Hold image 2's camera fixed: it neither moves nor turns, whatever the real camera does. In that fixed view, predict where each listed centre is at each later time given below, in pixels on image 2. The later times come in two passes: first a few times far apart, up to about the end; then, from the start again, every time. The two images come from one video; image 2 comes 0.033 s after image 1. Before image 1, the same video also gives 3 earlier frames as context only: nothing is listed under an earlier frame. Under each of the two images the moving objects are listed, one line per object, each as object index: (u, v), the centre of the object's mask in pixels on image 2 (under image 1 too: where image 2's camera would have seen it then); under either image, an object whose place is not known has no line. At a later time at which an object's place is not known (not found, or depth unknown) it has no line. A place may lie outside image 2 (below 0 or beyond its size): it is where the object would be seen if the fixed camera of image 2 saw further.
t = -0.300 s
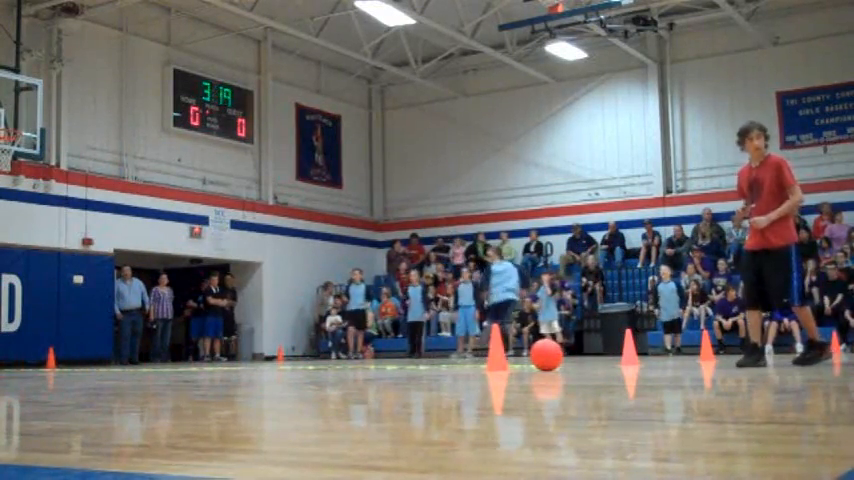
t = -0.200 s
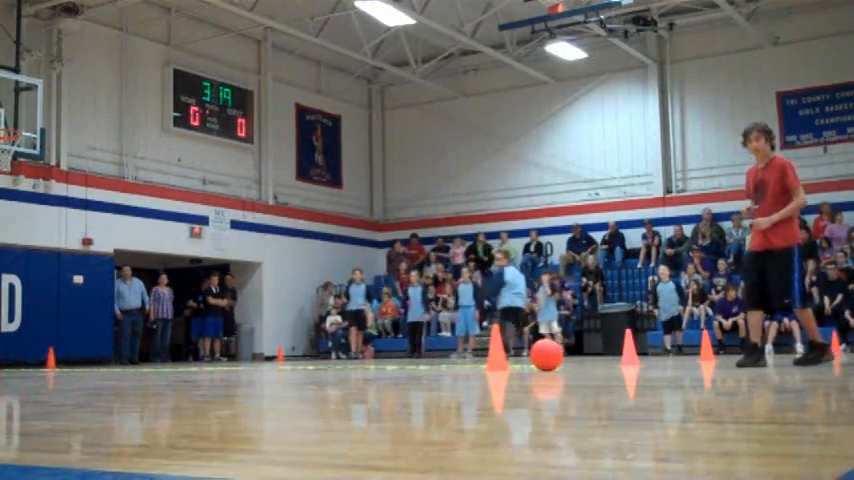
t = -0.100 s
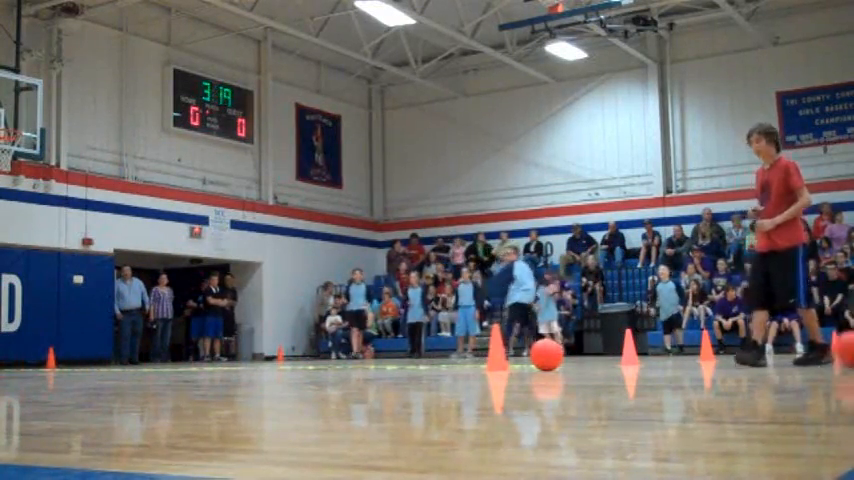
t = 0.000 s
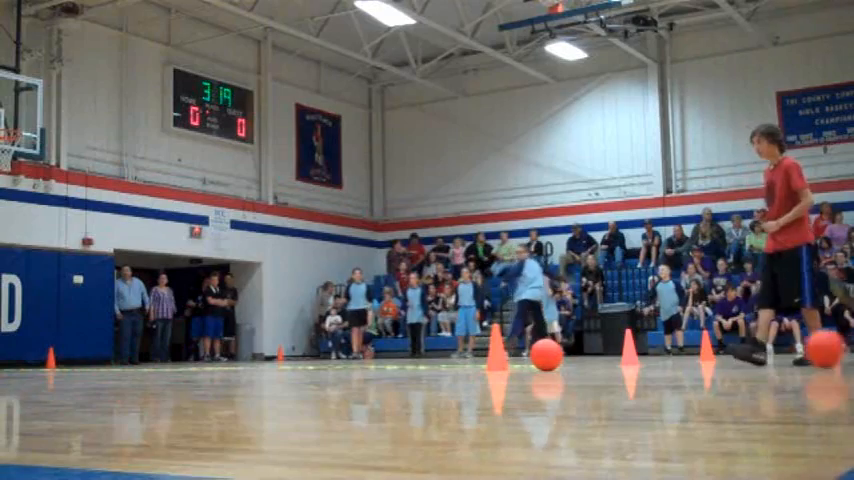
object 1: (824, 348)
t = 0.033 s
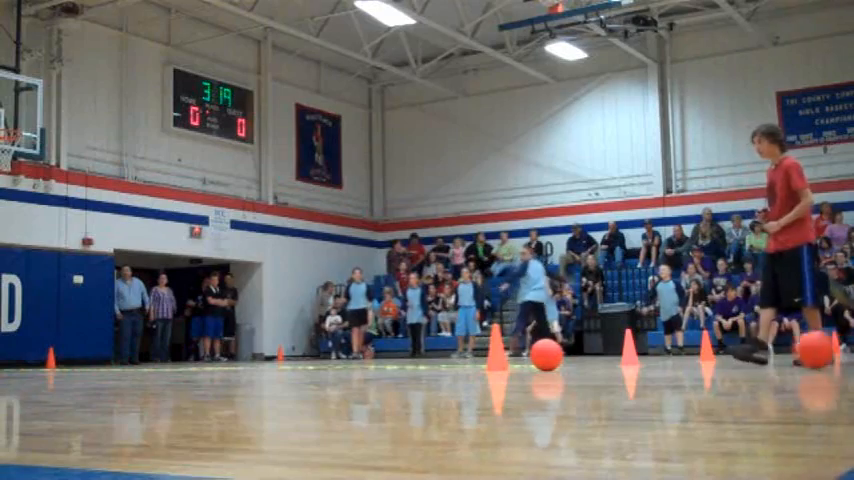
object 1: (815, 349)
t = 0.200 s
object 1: (765, 351)
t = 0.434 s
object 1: (694, 352)
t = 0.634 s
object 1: (631, 353)
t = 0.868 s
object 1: (561, 354)
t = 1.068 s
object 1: (495, 355)
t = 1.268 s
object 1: (432, 356)
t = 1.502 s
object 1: (357, 358)
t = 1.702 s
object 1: (294, 359)
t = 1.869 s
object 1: (239, 360)
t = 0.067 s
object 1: (805, 351)
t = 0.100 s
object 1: (795, 350)
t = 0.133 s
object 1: (785, 351)
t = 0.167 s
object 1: (775, 351)
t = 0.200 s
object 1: (765, 351)
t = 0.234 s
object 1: (754, 351)
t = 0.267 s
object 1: (744, 351)
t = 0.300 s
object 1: (735, 351)
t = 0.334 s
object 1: (726, 351)
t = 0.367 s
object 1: (715, 351)
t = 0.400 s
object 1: (704, 352)
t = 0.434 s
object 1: (694, 352)
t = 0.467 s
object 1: (683, 353)
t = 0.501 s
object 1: (674, 353)
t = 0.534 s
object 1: (663, 352)
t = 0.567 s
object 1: (654, 352)
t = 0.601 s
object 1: (642, 353)
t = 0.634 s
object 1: (631, 353)
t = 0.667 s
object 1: (621, 353)
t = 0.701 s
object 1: (609, 353)
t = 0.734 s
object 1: (600, 353)
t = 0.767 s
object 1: (590, 354)
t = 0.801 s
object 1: (581, 354)
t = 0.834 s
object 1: (573, 354)
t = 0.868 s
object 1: (561, 354)
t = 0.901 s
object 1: (549, 354)
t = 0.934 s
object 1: (539, 355)
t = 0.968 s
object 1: (528, 355)
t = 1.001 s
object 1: (516, 355)
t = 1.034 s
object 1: (506, 355)
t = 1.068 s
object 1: (495, 355)
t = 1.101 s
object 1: (484, 356)
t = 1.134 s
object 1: (472, 356)
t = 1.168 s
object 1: (463, 356)
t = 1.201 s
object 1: (453, 356)
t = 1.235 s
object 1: (443, 356)
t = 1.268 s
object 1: (432, 356)
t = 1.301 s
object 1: (421, 357)
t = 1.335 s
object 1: (411, 357)
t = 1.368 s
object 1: (400, 357)
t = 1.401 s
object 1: (389, 357)
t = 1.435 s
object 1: (379, 357)
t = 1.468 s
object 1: (368, 357)
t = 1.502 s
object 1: (357, 358)
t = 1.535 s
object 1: (347, 358)
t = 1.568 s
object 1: (336, 358)
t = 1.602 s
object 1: (326, 359)
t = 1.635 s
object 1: (315, 359)
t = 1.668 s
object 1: (304, 358)
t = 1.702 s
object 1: (294, 359)
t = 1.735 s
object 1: (283, 359)
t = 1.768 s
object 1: (272, 359)
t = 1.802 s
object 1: (260, 360)
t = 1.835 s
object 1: (250, 360)
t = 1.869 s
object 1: (239, 360)
